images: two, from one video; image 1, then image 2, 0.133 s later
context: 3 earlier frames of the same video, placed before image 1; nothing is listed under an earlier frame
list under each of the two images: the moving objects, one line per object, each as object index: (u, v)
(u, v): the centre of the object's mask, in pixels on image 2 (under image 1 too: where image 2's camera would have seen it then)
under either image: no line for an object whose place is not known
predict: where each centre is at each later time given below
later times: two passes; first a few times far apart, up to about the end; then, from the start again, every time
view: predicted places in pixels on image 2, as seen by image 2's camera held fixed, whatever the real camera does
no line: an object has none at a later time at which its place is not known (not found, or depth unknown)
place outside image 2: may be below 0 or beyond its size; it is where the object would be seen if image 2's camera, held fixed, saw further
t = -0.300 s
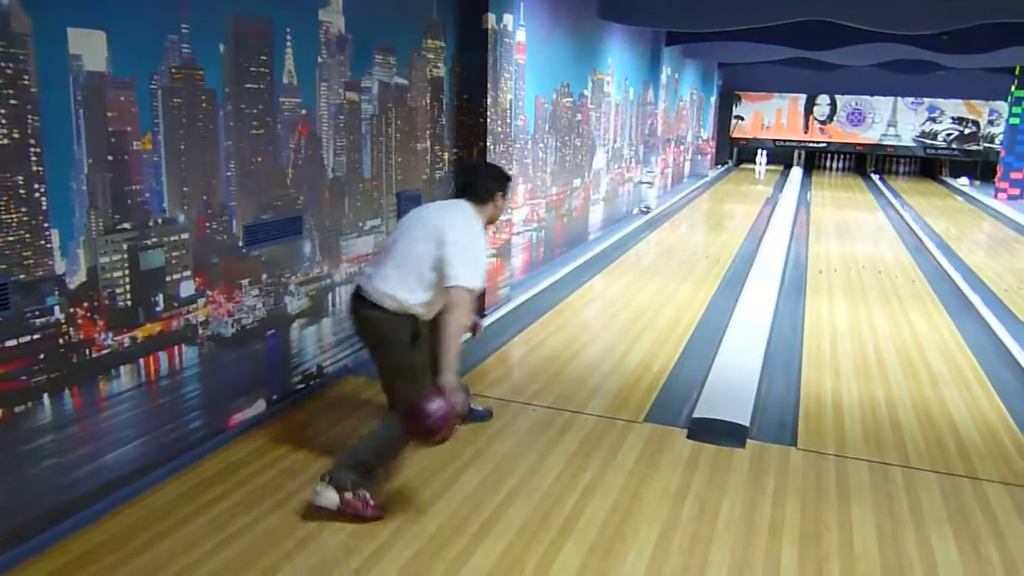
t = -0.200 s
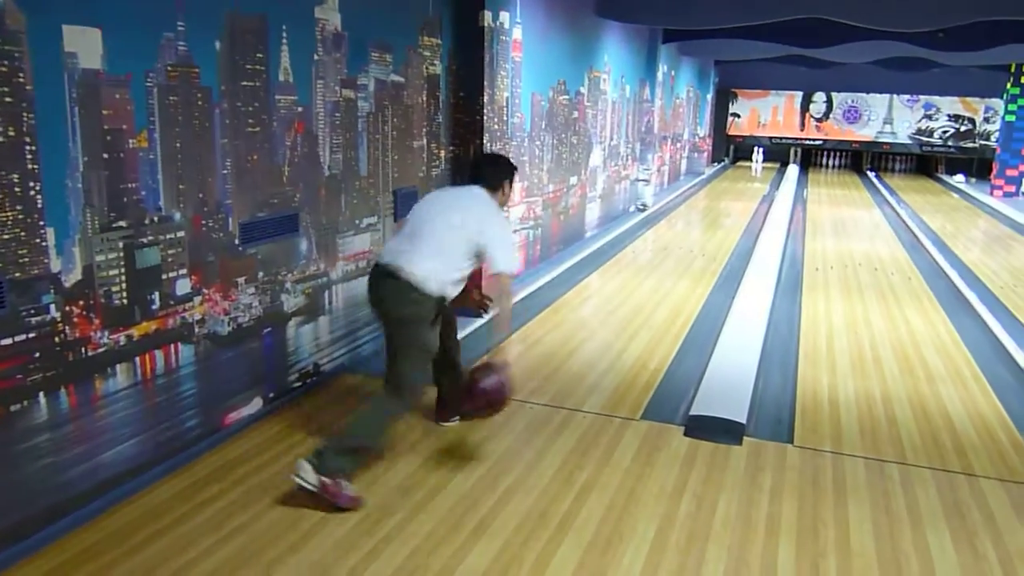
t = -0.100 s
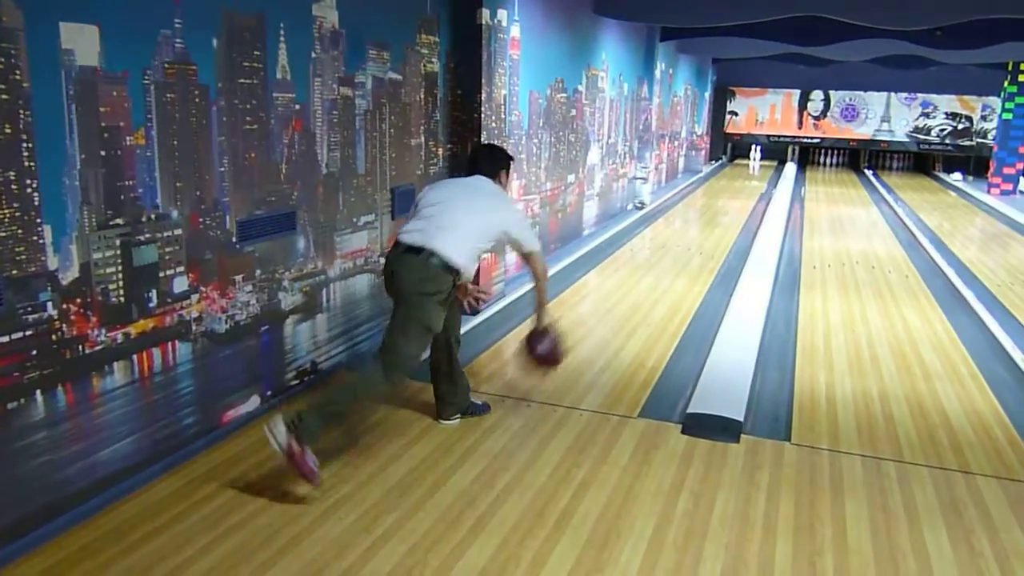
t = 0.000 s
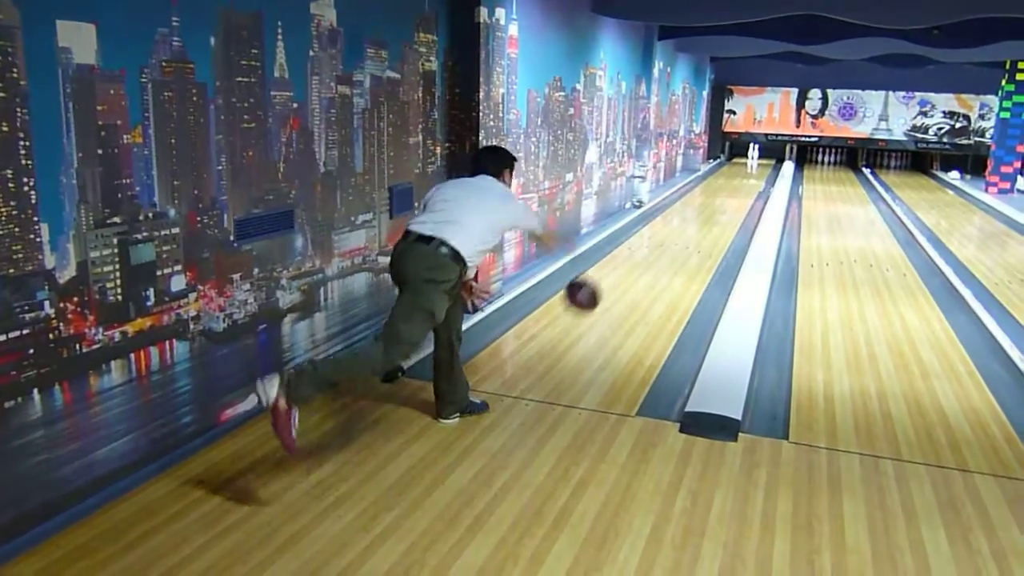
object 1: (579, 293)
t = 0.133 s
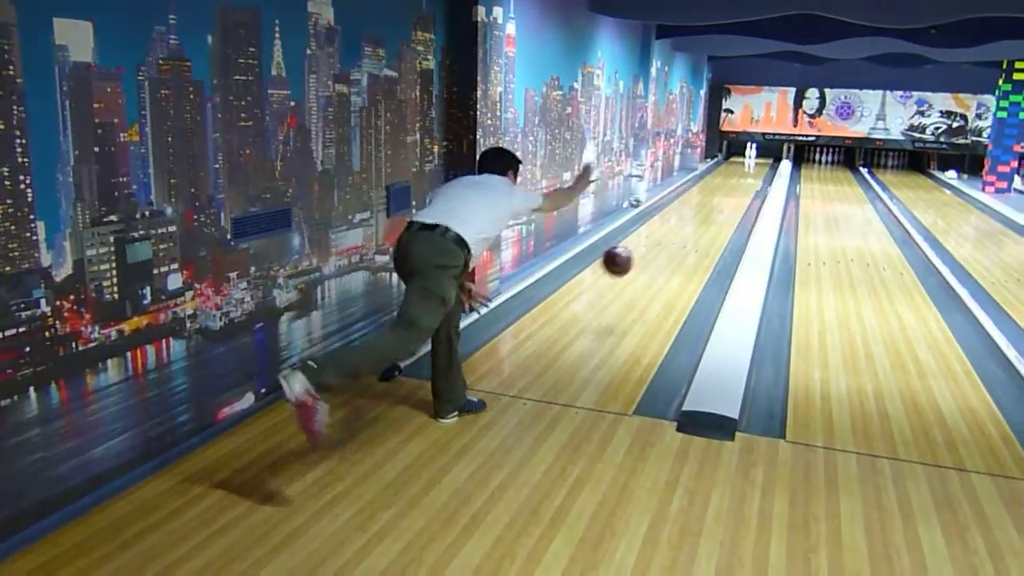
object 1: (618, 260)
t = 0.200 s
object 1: (631, 257)
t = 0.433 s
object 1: (665, 253)
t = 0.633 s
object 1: (685, 233)
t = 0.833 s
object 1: (700, 216)
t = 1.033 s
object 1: (711, 203)
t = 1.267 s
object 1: (721, 191)
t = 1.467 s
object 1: (729, 183)
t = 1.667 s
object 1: (734, 177)
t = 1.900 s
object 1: (740, 171)
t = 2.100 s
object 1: (744, 166)
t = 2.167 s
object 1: (745, 165)
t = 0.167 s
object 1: (625, 258)
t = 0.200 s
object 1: (631, 257)
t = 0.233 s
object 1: (637, 258)
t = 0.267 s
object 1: (642, 260)
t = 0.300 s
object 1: (647, 263)
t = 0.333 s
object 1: (651, 267)
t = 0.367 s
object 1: (656, 264)
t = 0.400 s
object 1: (660, 258)
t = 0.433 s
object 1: (665, 253)
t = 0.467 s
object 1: (668, 249)
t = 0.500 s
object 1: (672, 247)
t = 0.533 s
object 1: (676, 243)
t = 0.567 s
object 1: (679, 239)
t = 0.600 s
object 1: (682, 236)
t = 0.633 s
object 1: (685, 233)
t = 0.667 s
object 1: (688, 229)
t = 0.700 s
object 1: (691, 226)
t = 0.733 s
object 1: (693, 223)
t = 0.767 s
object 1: (696, 221)
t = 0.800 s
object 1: (698, 218)
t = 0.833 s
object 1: (700, 216)
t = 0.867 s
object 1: (702, 214)
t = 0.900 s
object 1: (704, 211)
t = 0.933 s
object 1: (706, 209)
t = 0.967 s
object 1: (708, 207)
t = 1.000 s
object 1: (710, 205)
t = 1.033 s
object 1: (711, 203)
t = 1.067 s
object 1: (713, 201)
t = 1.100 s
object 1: (715, 199)
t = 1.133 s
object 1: (716, 198)
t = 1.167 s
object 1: (718, 196)
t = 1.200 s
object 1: (719, 194)
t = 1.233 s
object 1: (720, 193)
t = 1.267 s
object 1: (721, 191)
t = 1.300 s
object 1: (723, 190)
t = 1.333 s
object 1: (724, 189)
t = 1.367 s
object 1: (725, 188)
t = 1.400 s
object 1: (726, 186)
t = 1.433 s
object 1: (728, 185)
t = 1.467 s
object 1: (729, 183)
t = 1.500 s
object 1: (730, 182)
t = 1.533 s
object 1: (730, 181)
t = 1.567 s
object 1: (731, 180)
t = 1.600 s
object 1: (732, 179)
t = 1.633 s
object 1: (733, 178)
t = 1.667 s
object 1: (734, 177)
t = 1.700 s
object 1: (735, 176)
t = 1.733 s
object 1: (736, 176)
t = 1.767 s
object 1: (736, 175)
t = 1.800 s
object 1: (737, 174)
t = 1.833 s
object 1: (738, 173)
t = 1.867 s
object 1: (739, 172)
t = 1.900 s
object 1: (740, 171)
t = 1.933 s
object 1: (740, 170)
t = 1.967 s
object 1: (741, 169)
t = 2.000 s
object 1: (742, 168)
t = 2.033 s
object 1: (742, 167)
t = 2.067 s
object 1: (743, 167)
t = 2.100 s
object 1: (744, 166)
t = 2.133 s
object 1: (744, 165)
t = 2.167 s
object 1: (745, 165)
